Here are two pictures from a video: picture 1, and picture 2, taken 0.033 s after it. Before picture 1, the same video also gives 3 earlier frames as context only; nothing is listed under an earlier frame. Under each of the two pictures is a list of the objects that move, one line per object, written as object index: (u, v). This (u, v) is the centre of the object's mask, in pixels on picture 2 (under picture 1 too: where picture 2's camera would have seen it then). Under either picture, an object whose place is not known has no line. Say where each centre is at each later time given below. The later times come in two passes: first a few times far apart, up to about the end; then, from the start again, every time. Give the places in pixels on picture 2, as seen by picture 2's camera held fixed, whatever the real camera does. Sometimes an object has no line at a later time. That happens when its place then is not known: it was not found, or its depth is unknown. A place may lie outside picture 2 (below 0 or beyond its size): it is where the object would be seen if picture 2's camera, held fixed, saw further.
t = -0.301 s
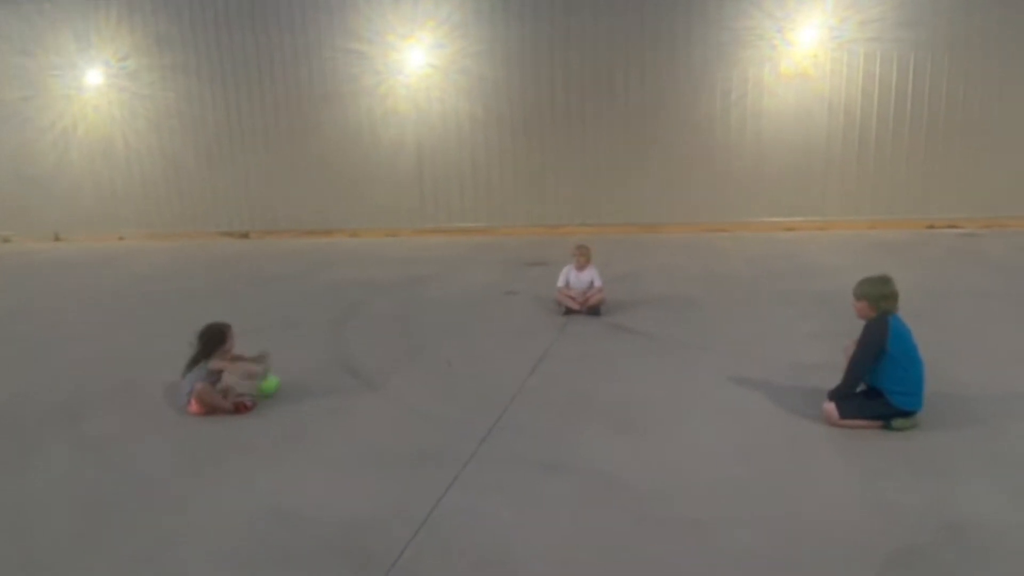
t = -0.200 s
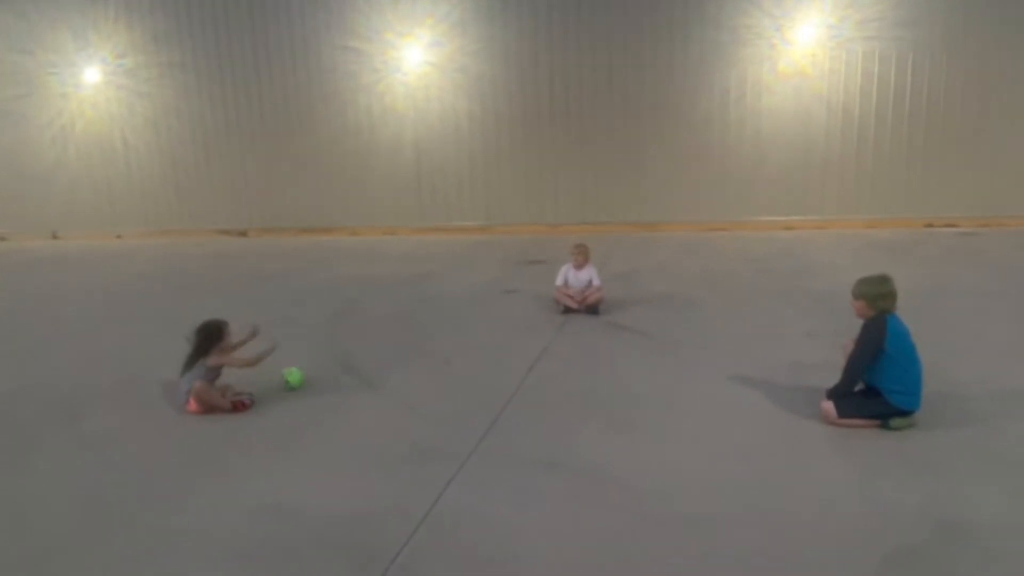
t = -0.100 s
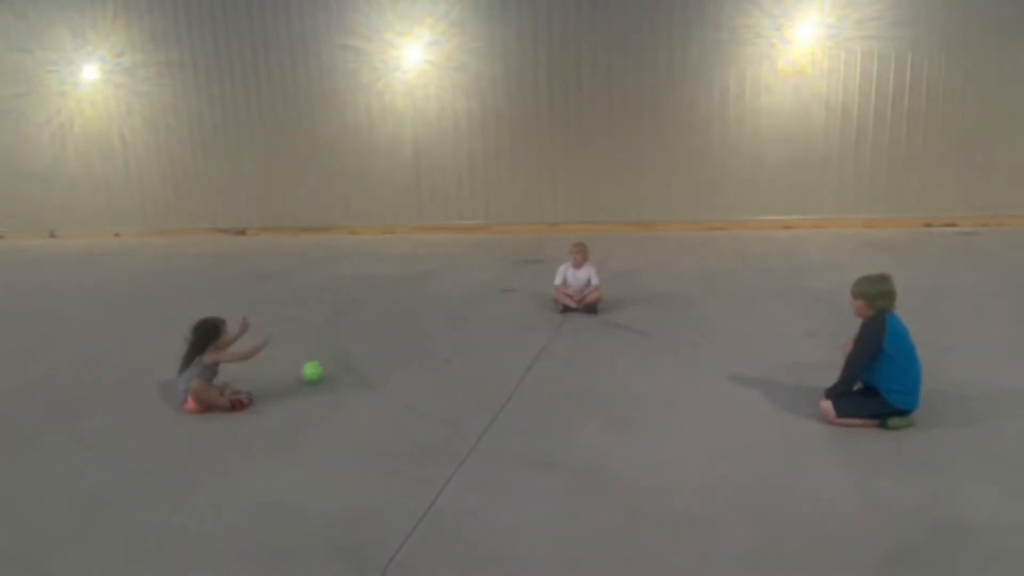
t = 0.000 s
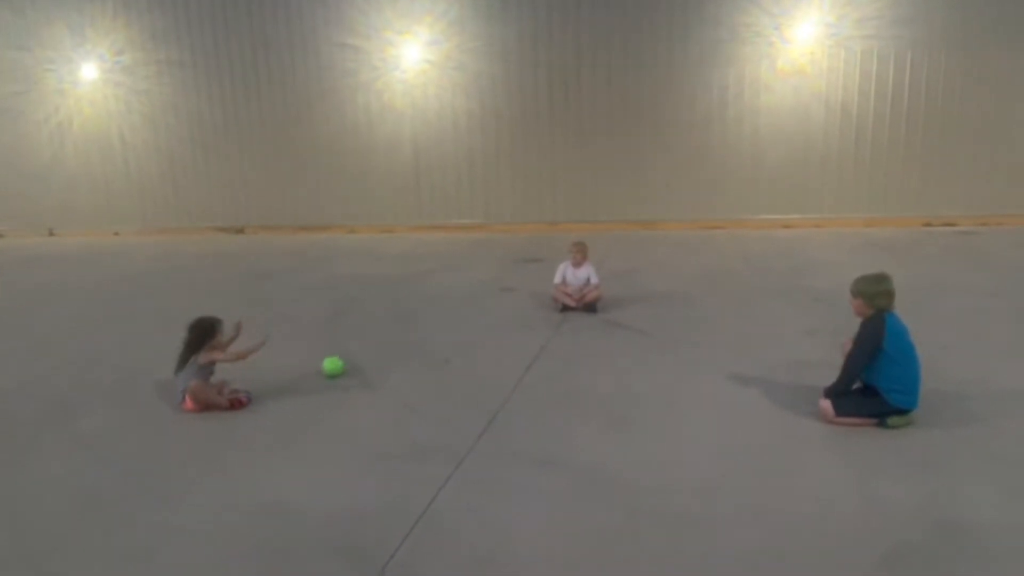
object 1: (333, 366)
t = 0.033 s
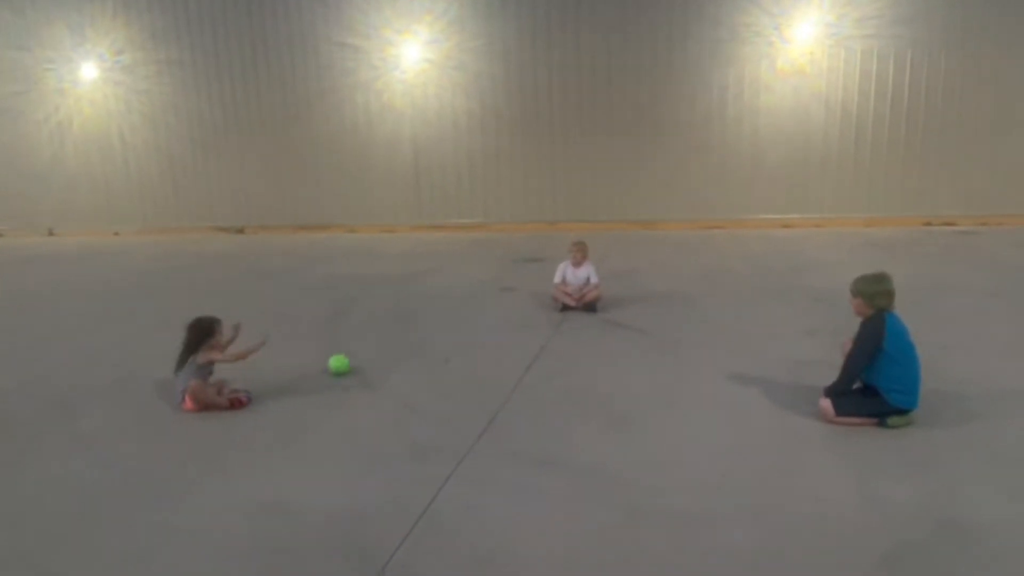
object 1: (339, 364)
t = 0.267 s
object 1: (375, 357)
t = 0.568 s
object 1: (413, 351)
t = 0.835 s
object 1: (436, 348)
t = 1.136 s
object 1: (458, 347)
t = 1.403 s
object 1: (473, 347)
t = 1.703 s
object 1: (486, 348)
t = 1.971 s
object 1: (495, 350)
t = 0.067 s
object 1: (345, 363)
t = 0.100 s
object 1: (351, 362)
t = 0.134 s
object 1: (356, 362)
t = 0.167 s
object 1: (361, 360)
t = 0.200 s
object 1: (366, 359)
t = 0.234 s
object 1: (370, 358)
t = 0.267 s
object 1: (375, 357)
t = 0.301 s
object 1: (380, 356)
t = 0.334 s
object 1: (385, 356)
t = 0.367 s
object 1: (389, 355)
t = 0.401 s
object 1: (393, 354)
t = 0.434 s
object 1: (397, 354)
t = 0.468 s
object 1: (401, 353)
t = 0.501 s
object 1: (405, 352)
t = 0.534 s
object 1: (409, 352)
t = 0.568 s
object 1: (413, 351)
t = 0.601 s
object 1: (416, 351)
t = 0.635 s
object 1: (418, 351)
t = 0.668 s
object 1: (422, 350)
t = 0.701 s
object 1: (424, 350)
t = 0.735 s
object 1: (427, 349)
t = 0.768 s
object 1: (430, 349)
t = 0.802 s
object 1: (434, 348)
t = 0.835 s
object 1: (436, 348)
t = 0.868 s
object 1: (439, 348)
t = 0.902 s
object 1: (442, 348)
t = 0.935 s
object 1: (444, 347)
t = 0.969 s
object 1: (446, 348)
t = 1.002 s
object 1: (449, 347)
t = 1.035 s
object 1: (451, 347)
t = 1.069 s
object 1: (453, 347)
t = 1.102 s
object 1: (455, 347)
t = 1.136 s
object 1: (458, 347)
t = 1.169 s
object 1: (460, 346)
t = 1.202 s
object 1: (462, 346)
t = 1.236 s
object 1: (464, 346)
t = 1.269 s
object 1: (466, 346)
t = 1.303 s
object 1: (468, 346)
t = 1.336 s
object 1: (470, 346)
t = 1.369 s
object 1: (471, 347)
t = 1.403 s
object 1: (473, 347)
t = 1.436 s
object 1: (475, 347)
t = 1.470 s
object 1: (477, 347)
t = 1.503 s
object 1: (478, 347)
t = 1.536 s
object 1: (480, 347)
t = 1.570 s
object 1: (481, 347)
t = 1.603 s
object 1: (483, 347)
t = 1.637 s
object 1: (484, 347)
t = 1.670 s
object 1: (485, 347)
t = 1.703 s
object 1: (486, 348)
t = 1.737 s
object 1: (487, 348)
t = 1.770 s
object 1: (488, 348)
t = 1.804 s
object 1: (490, 348)
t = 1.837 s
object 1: (491, 349)
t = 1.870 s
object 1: (492, 349)
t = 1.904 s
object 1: (493, 349)
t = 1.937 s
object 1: (494, 350)
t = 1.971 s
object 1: (495, 350)
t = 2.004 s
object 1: (496, 351)
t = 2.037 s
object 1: (496, 351)
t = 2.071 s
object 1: (497, 351)
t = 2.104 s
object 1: (497, 352)
